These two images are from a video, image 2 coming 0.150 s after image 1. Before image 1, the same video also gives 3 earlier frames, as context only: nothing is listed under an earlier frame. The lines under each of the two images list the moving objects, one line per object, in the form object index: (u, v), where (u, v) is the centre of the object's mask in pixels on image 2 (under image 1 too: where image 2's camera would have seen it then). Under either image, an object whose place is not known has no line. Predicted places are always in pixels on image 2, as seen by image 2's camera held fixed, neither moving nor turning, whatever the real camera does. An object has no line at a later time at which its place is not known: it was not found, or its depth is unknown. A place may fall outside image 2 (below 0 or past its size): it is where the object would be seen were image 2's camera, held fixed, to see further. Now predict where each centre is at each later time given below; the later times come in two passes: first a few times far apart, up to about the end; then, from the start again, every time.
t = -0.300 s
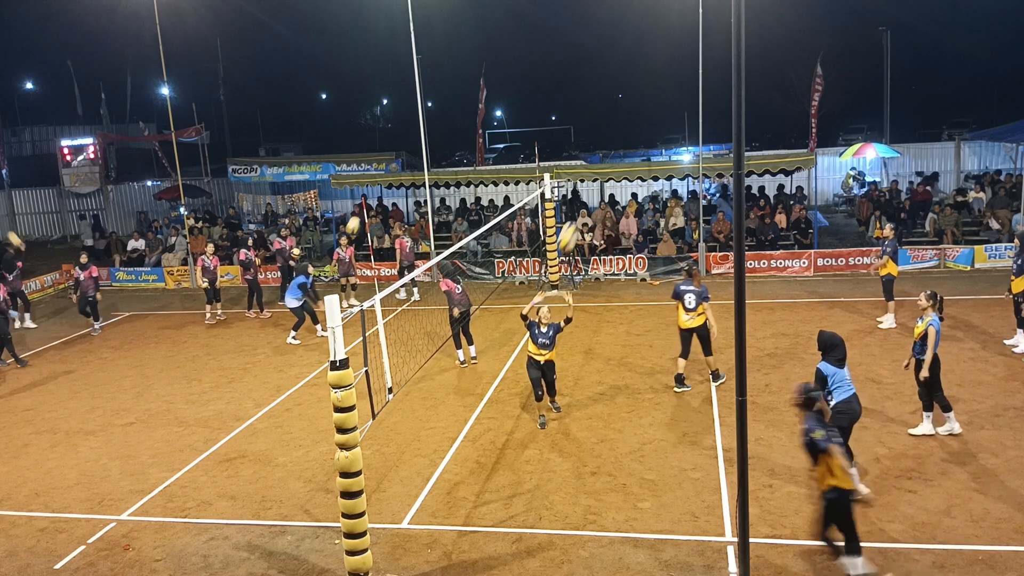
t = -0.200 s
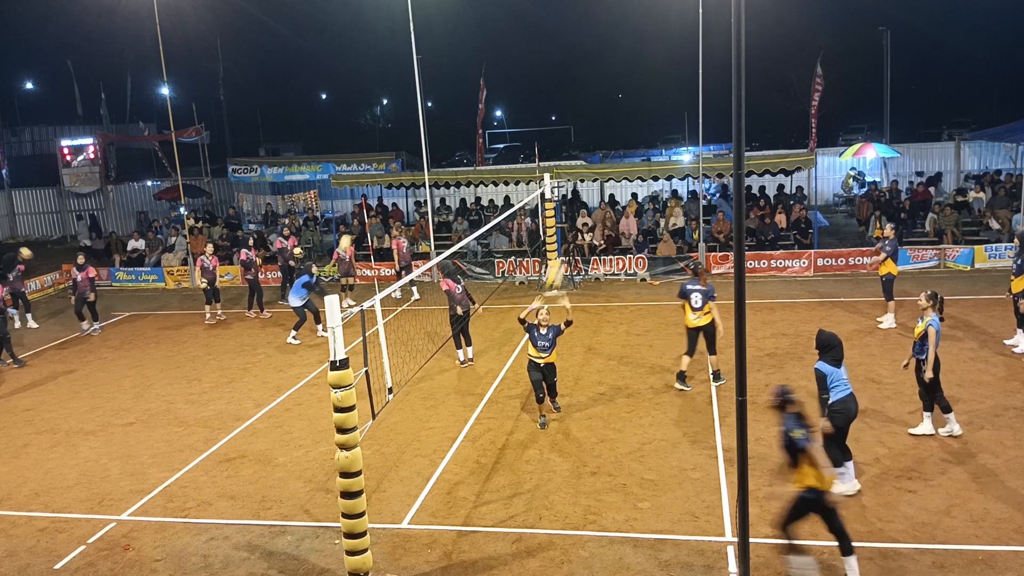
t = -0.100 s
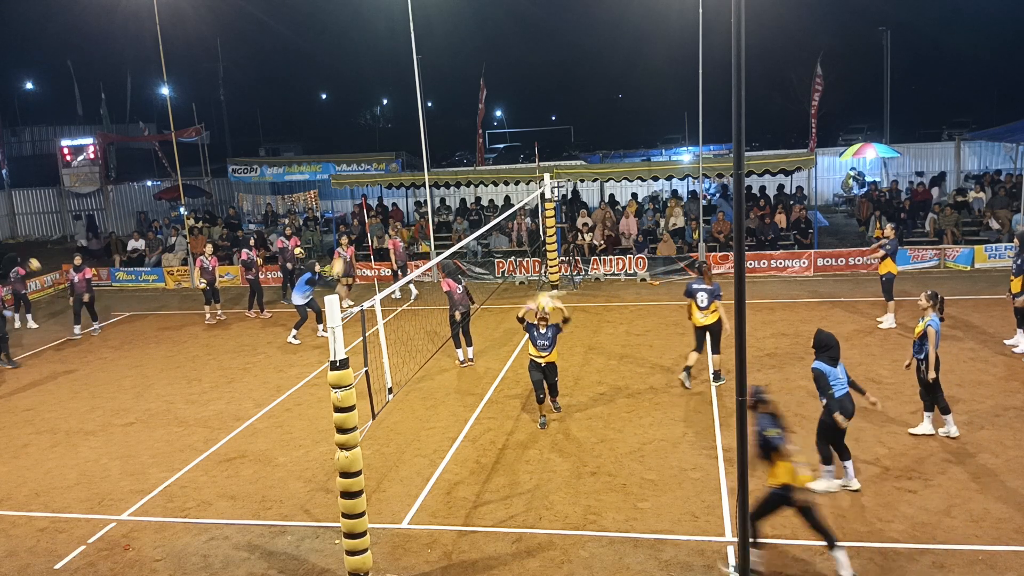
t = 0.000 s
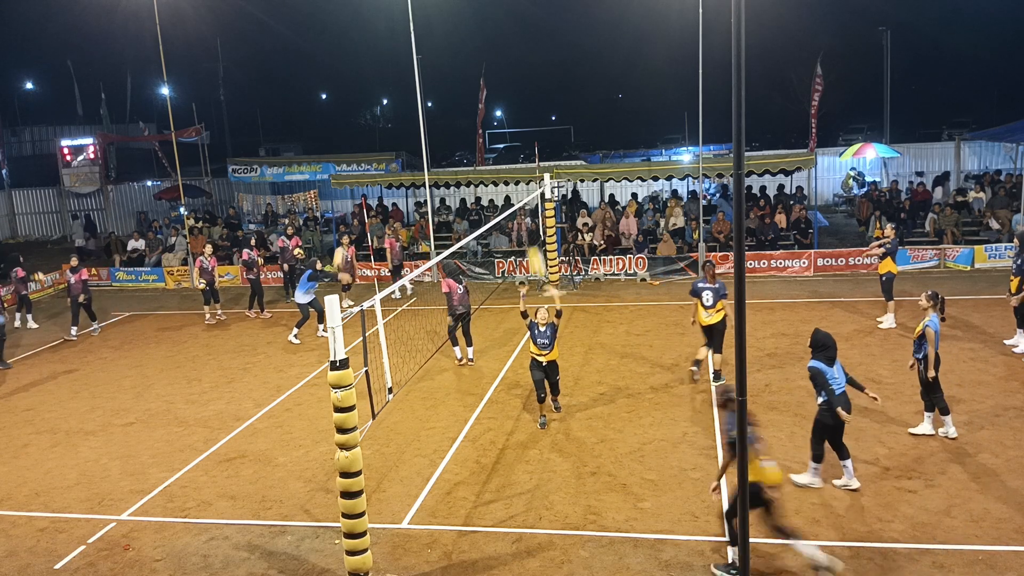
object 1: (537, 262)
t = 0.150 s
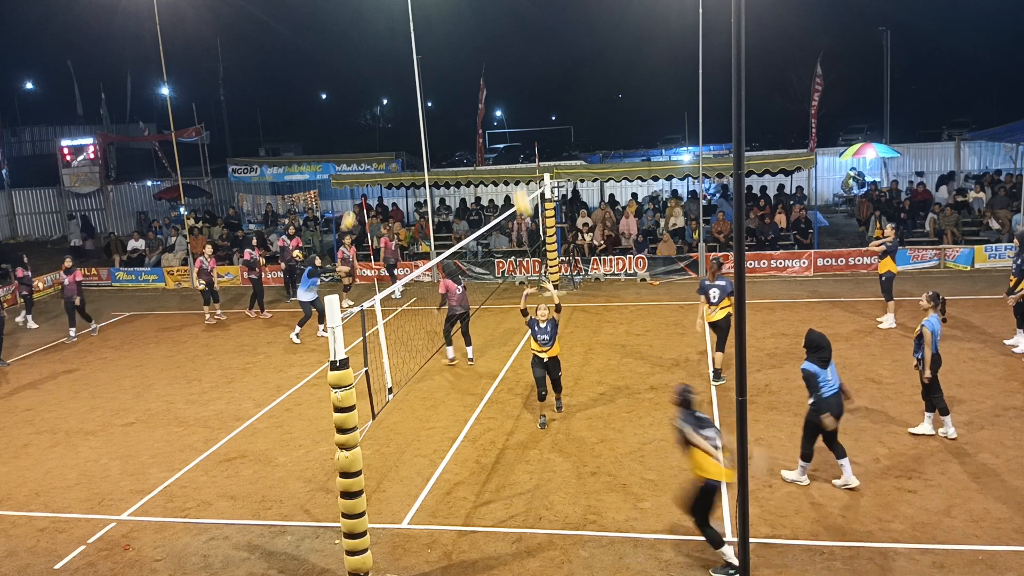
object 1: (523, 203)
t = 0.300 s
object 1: (510, 158)
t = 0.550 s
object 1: (492, 127)
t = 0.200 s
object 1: (519, 185)
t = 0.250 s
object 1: (514, 171)
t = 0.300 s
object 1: (510, 158)
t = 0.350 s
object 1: (507, 148)
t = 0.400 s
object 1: (503, 139)
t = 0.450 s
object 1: (499, 133)
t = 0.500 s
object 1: (496, 129)
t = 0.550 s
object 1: (492, 127)
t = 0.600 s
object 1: (489, 128)
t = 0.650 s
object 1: (486, 131)
